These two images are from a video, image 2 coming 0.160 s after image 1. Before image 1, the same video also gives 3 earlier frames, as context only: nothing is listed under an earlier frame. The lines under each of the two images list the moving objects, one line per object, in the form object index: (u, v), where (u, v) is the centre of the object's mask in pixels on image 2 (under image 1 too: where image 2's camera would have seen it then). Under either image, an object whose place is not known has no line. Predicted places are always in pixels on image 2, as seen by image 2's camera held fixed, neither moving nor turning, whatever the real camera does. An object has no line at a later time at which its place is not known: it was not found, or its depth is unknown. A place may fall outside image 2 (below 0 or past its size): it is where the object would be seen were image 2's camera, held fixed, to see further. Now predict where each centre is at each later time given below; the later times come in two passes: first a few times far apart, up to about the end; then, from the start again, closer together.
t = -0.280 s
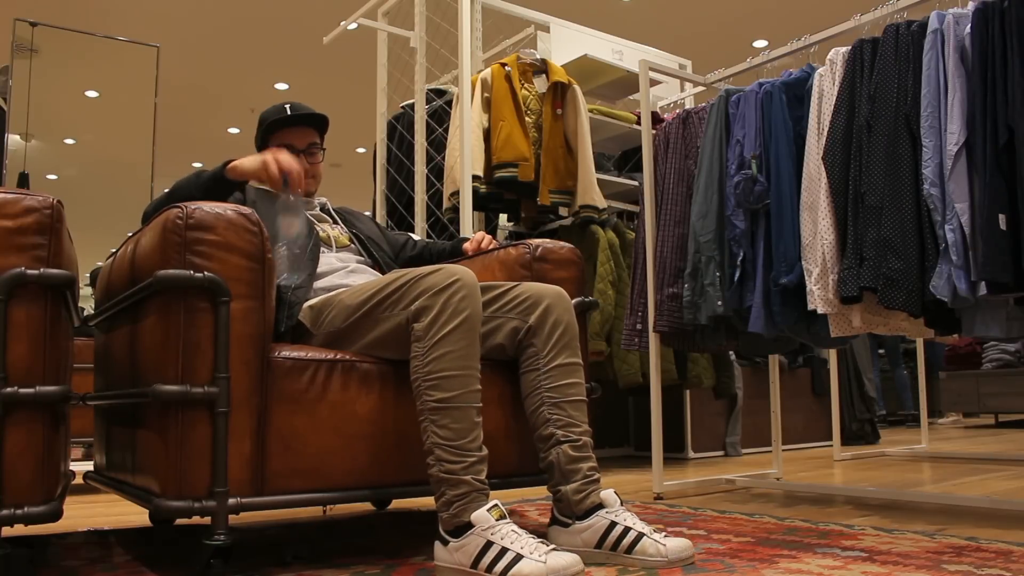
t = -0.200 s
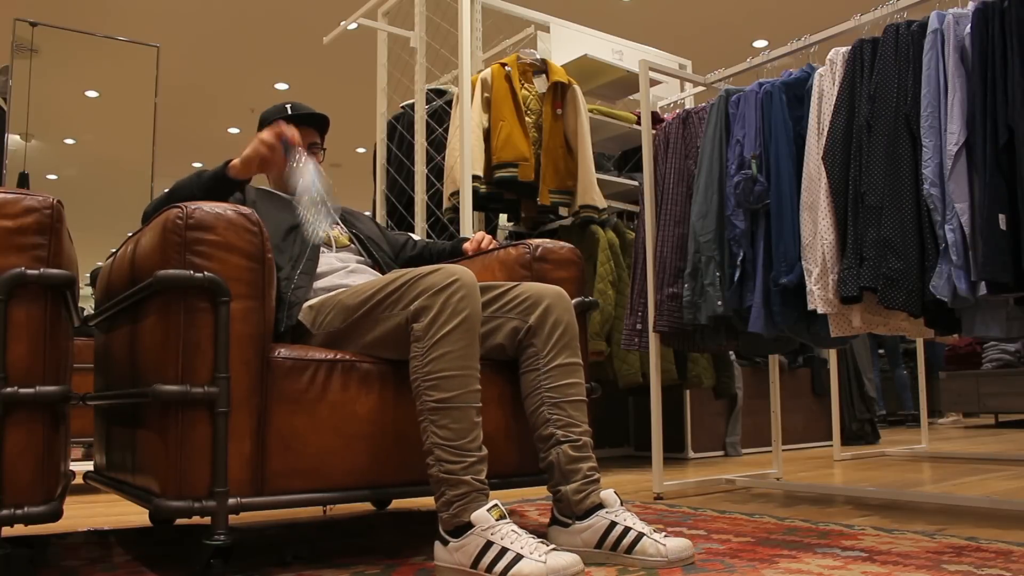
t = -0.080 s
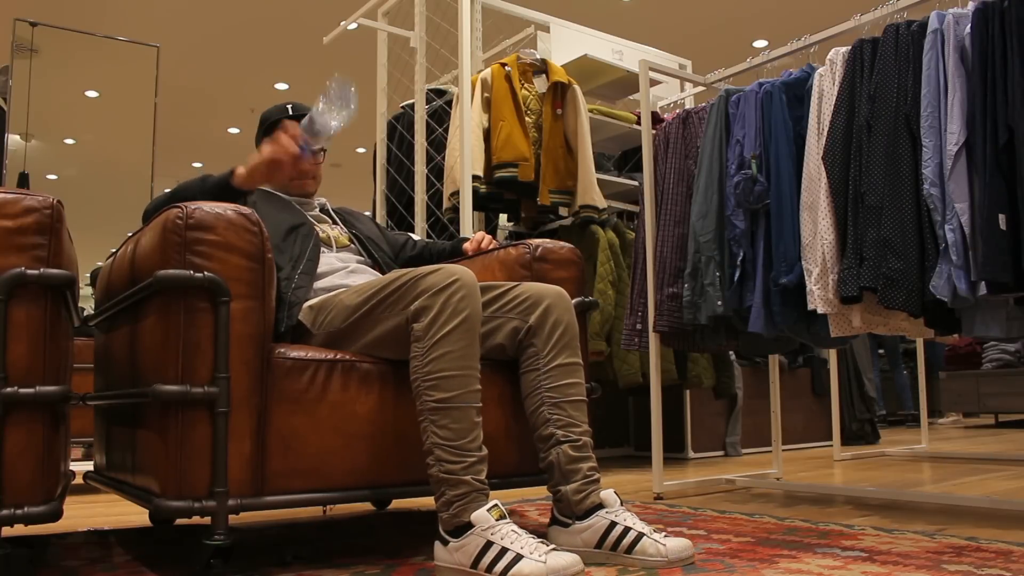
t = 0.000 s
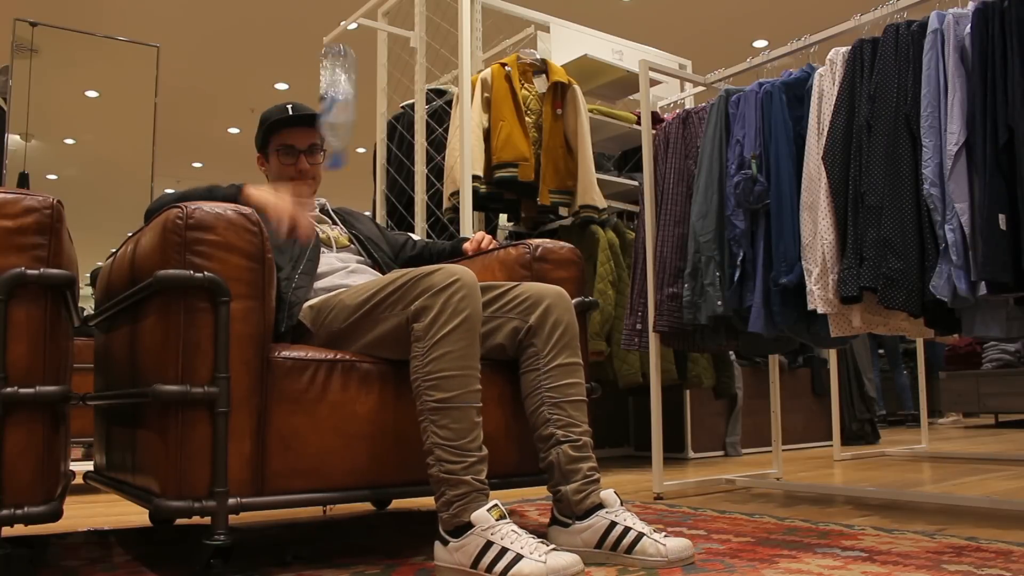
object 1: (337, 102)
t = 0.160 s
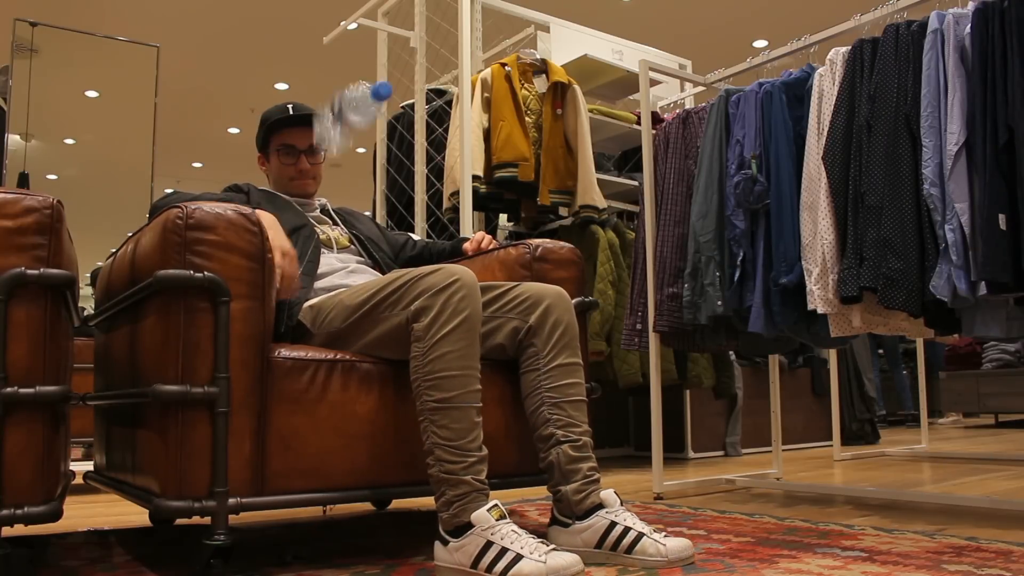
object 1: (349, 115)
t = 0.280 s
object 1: (352, 250)
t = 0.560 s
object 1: (364, 530)
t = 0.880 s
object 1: (359, 530)
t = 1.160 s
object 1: (359, 530)
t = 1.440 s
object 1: (359, 530)
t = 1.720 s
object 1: (359, 530)
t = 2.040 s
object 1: (359, 530)
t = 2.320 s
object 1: (359, 530)
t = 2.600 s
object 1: (359, 530)
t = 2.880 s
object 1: (359, 530)
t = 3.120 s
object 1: (359, 530)
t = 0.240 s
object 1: (353, 186)
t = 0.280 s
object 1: (352, 250)
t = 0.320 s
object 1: (352, 330)
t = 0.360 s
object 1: (354, 412)
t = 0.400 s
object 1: (355, 499)
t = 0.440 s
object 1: (357, 530)
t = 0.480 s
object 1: (361, 530)
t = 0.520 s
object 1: (364, 530)
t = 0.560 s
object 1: (364, 530)
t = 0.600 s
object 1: (360, 530)
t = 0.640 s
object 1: (358, 530)
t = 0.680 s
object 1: (358, 530)
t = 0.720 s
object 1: (359, 530)
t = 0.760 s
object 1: (358, 530)
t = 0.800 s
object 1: (358, 530)
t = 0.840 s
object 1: (359, 530)
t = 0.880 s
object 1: (359, 530)
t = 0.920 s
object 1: (359, 530)
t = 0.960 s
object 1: (359, 530)
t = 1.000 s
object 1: (359, 530)
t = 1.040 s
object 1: (359, 530)
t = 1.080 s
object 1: (359, 530)
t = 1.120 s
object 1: (359, 530)
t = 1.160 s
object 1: (359, 530)
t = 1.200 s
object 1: (359, 530)
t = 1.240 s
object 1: (359, 530)
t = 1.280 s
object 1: (359, 530)
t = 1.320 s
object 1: (359, 530)
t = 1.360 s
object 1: (359, 530)
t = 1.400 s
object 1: (359, 530)
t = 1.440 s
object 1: (359, 530)
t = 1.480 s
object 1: (359, 530)
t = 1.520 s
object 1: (359, 530)
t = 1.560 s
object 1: (359, 530)
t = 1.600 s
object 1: (359, 530)
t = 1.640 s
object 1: (359, 530)
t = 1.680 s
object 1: (359, 530)
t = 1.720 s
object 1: (359, 530)
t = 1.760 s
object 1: (359, 530)
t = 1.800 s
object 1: (359, 530)
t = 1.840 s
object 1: (359, 530)
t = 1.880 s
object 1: (359, 530)
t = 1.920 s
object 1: (359, 530)
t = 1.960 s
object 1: (359, 530)
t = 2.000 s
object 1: (359, 530)
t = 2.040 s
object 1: (359, 530)
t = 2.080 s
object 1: (359, 530)
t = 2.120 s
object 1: (359, 530)
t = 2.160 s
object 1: (359, 530)
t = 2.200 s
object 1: (359, 530)
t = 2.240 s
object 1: (359, 530)
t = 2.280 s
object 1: (359, 530)
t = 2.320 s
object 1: (359, 530)
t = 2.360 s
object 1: (359, 530)
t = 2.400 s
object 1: (359, 530)
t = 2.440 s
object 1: (359, 530)
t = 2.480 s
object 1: (359, 530)
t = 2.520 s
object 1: (359, 530)
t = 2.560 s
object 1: (359, 530)
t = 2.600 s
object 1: (359, 530)
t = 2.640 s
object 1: (359, 530)
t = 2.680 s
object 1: (359, 530)
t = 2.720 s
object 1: (359, 530)
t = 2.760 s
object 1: (359, 530)
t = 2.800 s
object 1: (359, 530)
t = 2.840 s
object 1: (359, 530)
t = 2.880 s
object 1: (359, 530)
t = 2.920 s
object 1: (359, 530)
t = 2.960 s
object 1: (359, 530)
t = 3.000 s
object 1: (359, 530)
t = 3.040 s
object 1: (359, 530)
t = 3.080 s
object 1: (359, 530)
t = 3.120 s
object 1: (359, 530)
